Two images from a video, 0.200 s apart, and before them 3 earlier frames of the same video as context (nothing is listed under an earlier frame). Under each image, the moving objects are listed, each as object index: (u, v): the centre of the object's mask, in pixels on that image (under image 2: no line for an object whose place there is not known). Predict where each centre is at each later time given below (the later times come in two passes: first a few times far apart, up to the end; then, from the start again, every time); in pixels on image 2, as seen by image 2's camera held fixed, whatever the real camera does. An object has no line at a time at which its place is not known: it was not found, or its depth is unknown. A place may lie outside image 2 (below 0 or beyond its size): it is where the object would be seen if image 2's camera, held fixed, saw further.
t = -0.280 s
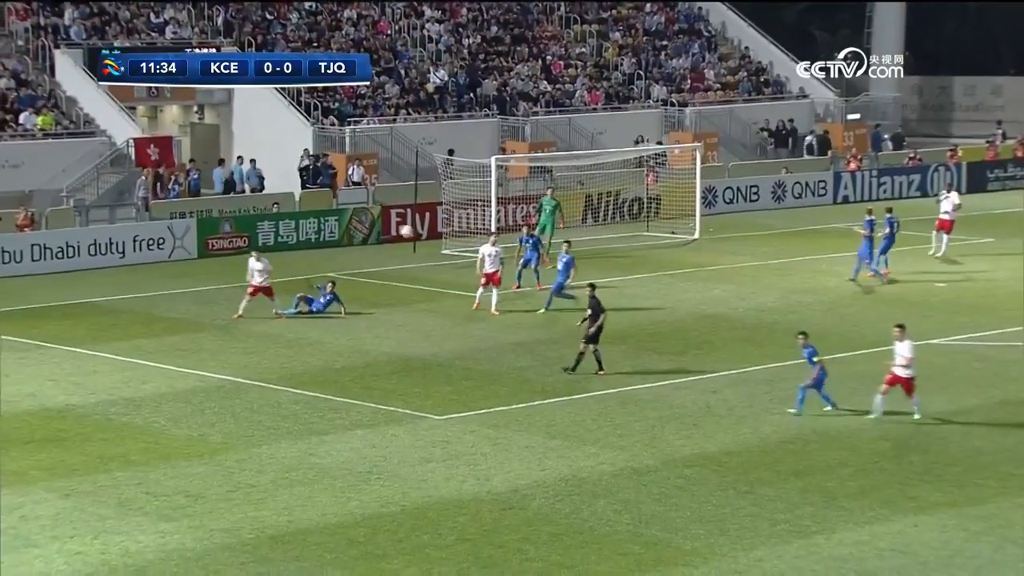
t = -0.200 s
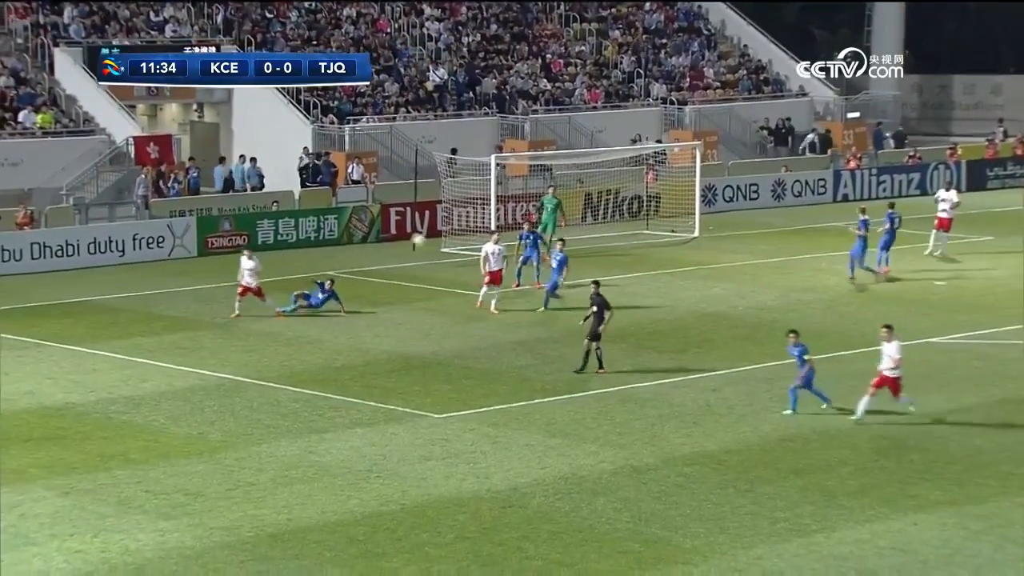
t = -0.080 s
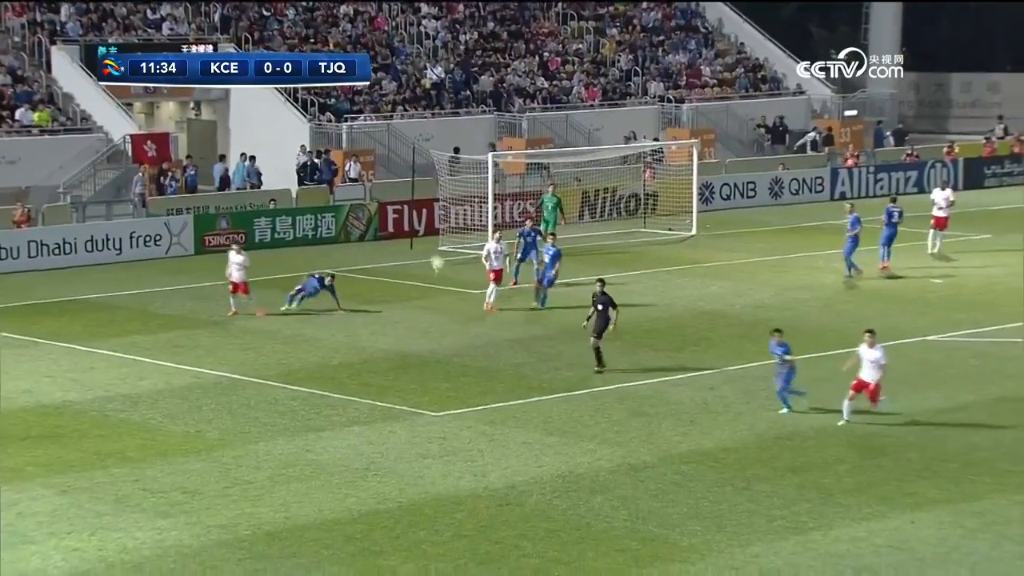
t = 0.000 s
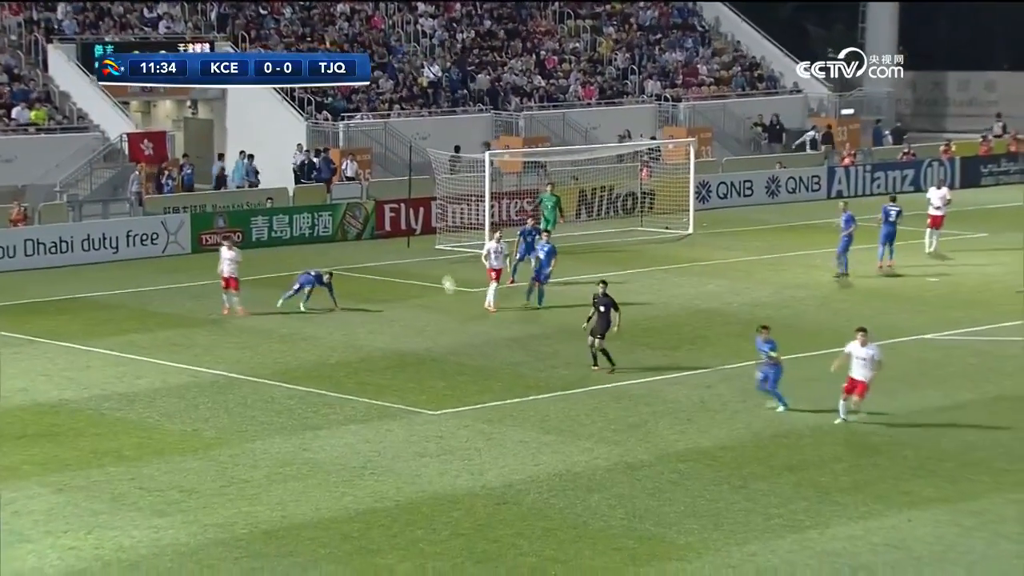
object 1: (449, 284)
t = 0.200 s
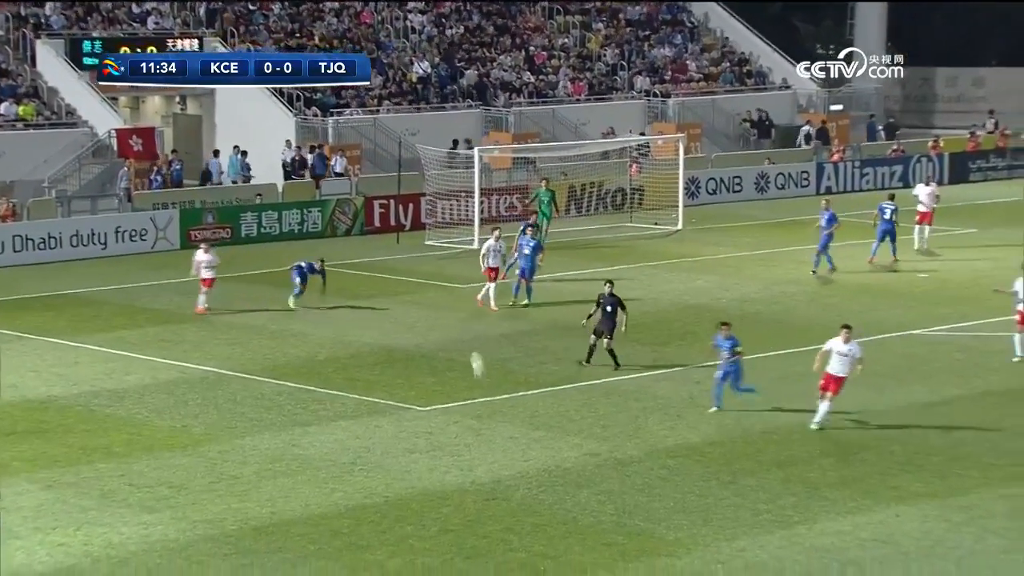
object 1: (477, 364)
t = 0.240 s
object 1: (485, 385)
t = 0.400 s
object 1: (517, 477)
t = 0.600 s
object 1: (556, 449)
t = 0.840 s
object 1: (610, 453)
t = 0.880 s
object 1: (619, 458)
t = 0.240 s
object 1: (485, 385)
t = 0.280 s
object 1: (493, 409)
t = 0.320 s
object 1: (500, 432)
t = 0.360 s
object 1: (508, 458)
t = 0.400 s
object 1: (517, 477)
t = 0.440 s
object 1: (524, 471)
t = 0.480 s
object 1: (532, 463)
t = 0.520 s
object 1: (540, 458)
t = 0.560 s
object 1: (548, 454)
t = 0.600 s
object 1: (556, 449)
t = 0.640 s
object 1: (565, 446)
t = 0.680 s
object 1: (574, 446)
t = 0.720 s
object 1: (582, 445)
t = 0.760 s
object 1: (592, 446)
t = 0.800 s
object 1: (600, 449)
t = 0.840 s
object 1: (610, 453)
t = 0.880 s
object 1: (619, 458)
